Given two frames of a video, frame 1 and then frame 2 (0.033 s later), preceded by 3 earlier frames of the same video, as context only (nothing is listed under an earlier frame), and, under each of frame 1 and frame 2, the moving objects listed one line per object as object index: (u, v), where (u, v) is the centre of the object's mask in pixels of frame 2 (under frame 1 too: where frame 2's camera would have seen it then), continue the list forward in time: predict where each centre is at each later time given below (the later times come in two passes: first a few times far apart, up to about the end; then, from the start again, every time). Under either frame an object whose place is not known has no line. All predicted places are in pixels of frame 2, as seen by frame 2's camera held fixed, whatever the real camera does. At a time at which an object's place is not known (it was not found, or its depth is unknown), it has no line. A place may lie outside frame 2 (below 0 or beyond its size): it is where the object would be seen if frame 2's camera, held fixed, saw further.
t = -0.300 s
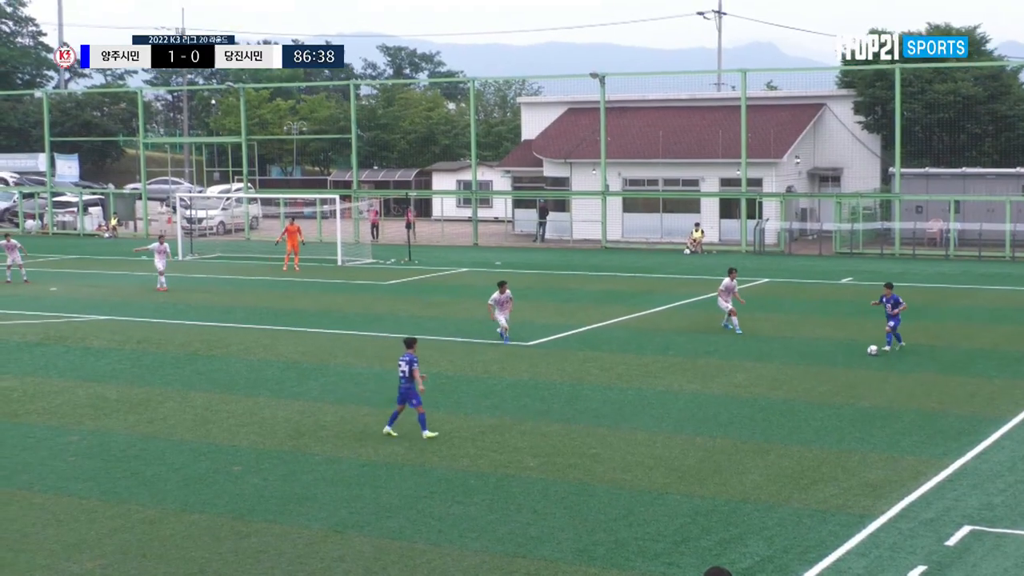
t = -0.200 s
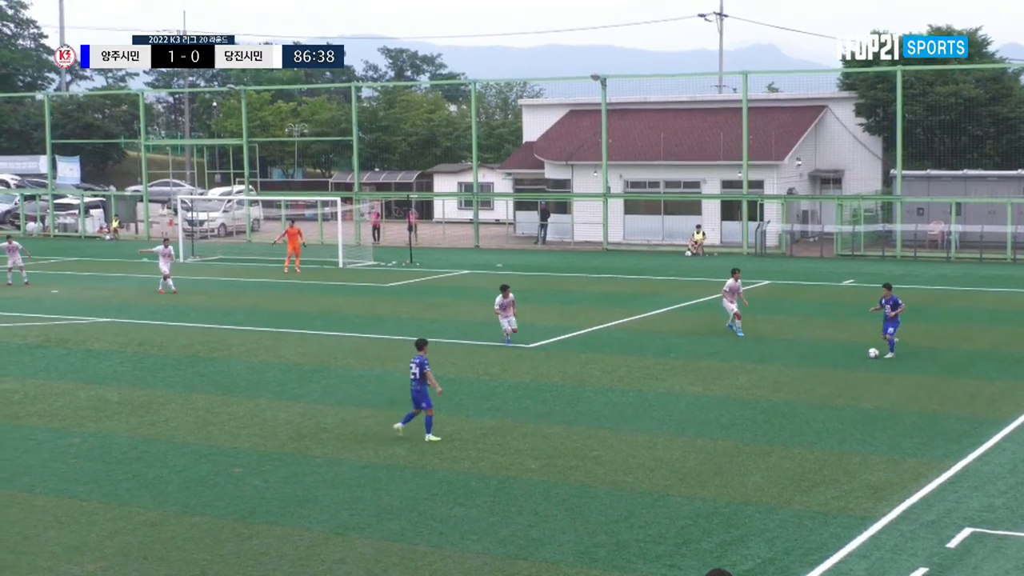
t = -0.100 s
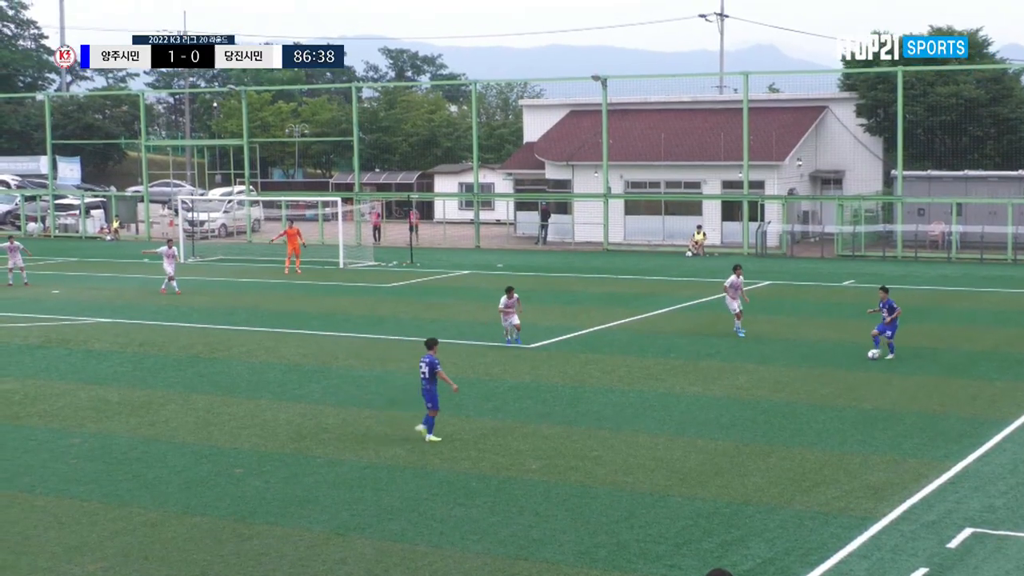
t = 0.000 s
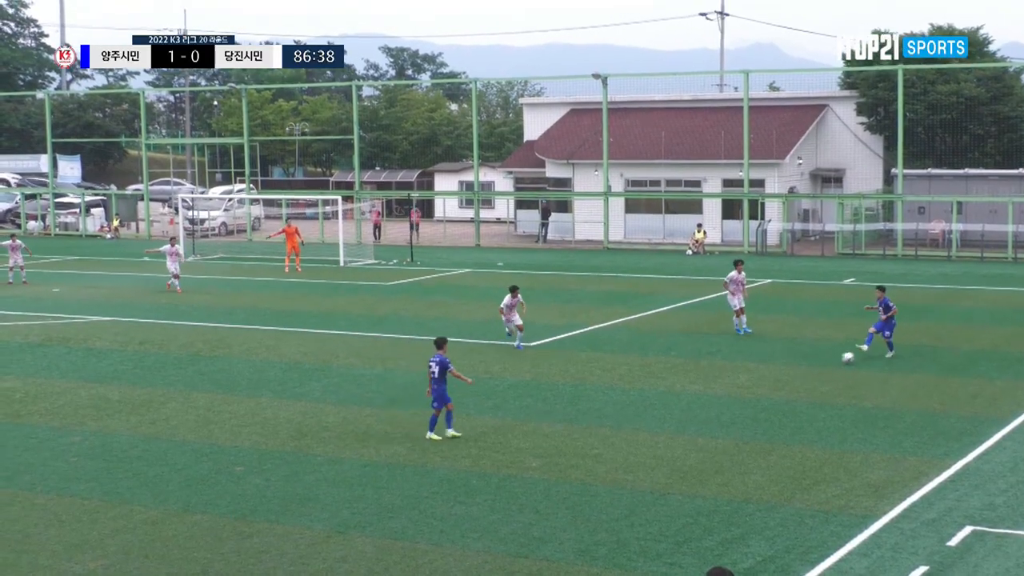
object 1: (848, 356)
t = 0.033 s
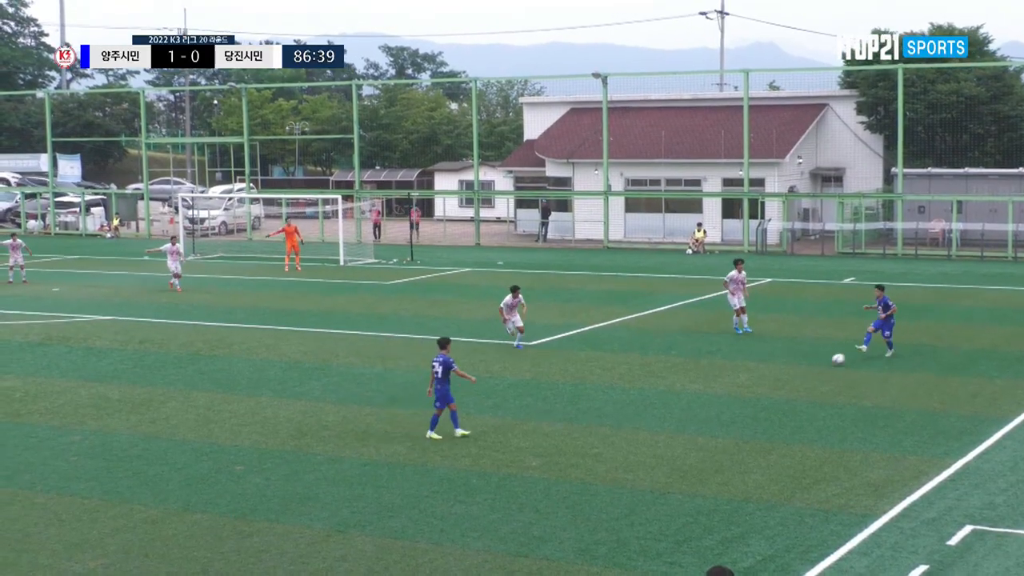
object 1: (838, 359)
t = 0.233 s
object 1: (785, 372)
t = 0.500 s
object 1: (722, 392)
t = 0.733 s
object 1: (673, 406)
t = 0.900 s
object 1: (637, 417)
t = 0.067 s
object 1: (829, 362)
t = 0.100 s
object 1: (819, 366)
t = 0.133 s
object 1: (811, 367)
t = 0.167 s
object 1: (802, 368)
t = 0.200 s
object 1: (794, 369)
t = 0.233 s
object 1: (785, 372)
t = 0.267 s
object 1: (777, 375)
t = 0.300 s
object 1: (768, 378)
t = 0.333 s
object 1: (759, 381)
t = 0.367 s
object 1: (752, 382)
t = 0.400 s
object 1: (745, 383)
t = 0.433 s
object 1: (737, 385)
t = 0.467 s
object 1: (729, 388)
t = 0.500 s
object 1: (722, 392)
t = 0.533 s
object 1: (715, 394)
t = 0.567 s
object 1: (708, 396)
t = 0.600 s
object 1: (701, 397)
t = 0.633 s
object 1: (694, 399)
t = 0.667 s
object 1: (686, 402)
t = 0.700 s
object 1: (680, 405)
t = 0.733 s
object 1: (673, 406)
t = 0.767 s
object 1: (666, 408)
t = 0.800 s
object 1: (659, 410)
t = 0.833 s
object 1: (652, 413)
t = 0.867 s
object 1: (645, 416)
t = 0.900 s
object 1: (637, 417)
